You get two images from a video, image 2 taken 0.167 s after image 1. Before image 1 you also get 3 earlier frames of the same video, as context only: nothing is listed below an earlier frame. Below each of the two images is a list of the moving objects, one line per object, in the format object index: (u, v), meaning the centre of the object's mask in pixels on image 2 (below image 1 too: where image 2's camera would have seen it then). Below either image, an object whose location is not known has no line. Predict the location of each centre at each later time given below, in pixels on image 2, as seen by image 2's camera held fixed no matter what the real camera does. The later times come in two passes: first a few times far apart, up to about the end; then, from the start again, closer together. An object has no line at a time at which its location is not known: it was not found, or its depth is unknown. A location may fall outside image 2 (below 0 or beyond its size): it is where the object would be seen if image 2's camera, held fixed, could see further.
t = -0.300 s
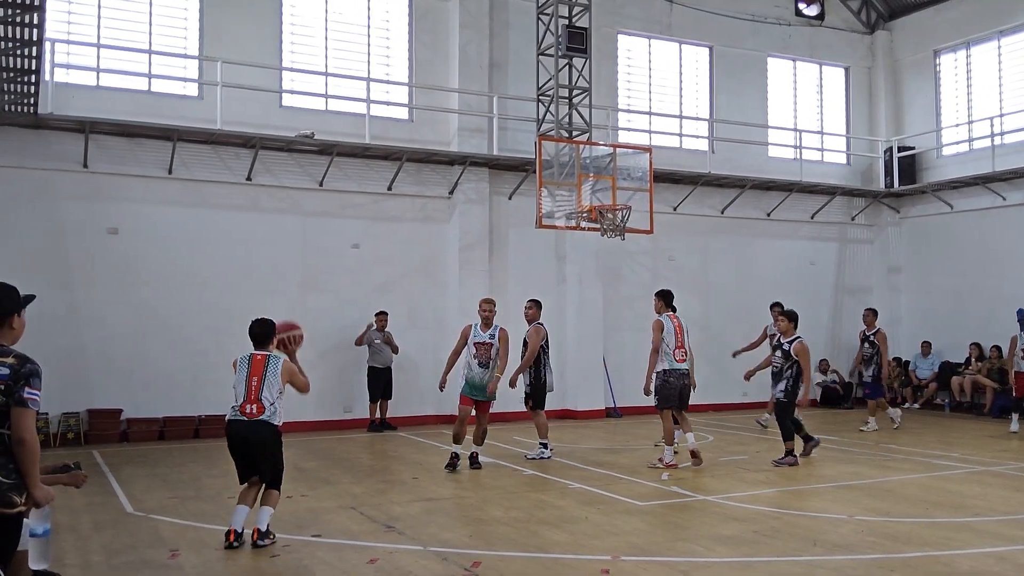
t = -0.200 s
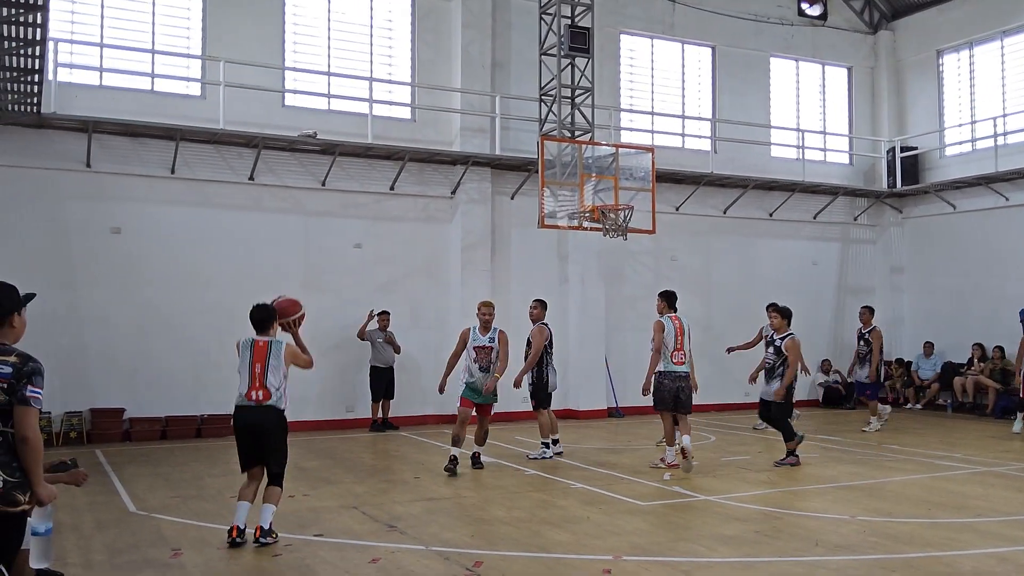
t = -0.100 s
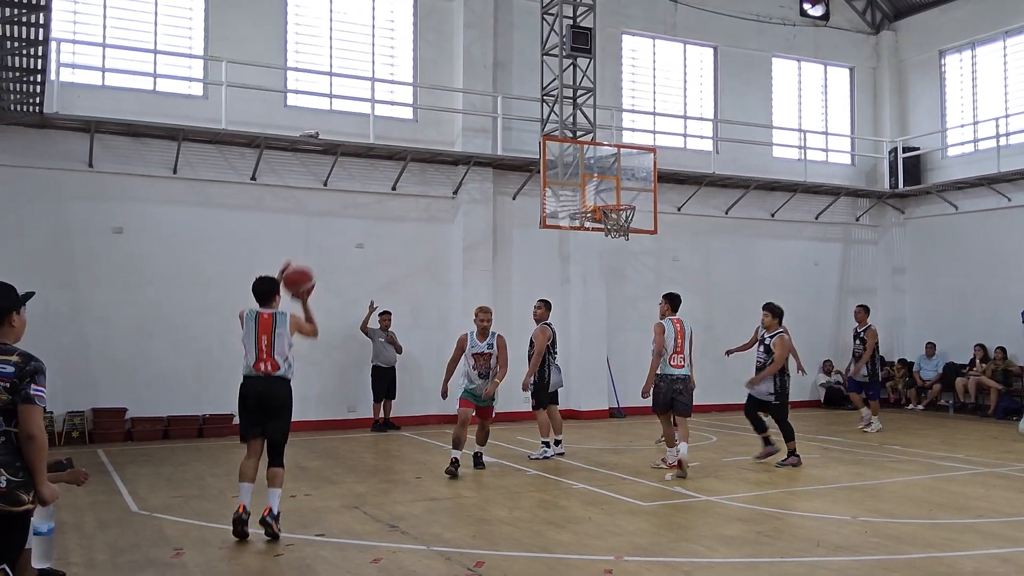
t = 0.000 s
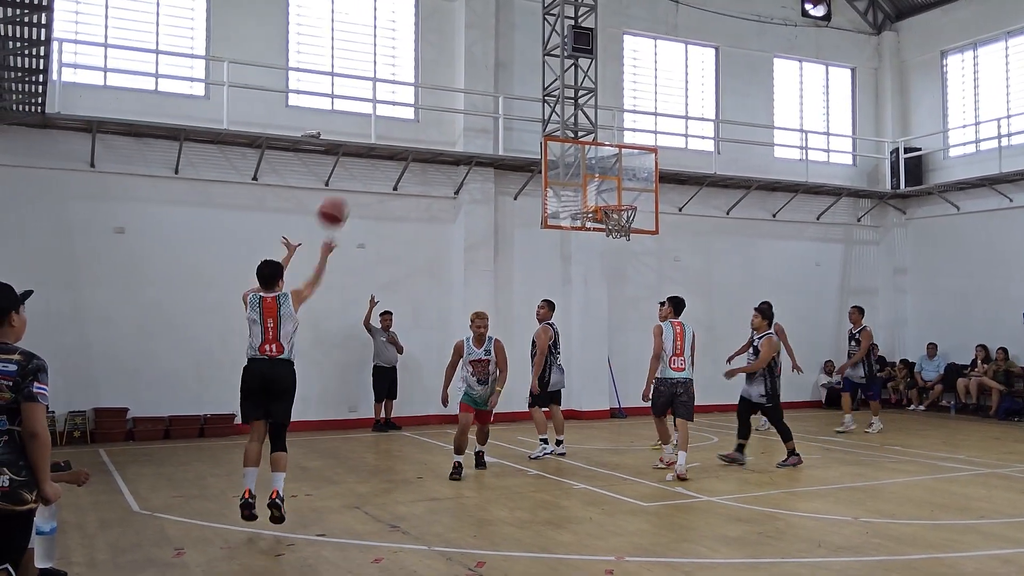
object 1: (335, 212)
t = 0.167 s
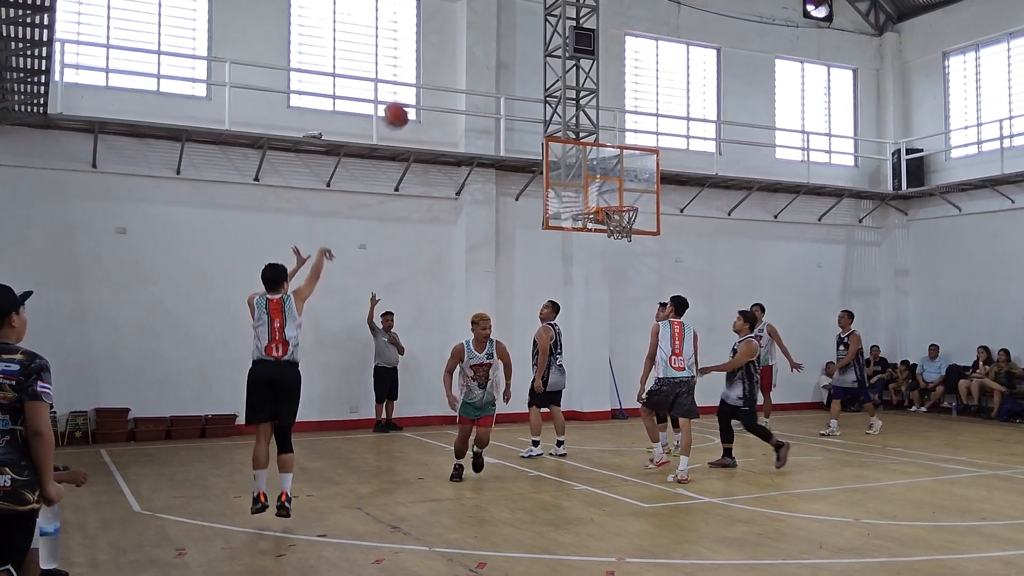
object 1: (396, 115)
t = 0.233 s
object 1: (419, 88)
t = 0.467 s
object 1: (480, 42)
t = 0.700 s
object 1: (532, 52)
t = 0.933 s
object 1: (571, 102)
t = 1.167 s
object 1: (606, 183)
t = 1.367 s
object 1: (660, 193)
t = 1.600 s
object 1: (745, 207)
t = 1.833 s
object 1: (843, 271)
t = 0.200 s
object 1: (407, 101)
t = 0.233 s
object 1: (419, 88)
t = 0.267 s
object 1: (428, 78)
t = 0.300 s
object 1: (438, 68)
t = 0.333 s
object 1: (447, 60)
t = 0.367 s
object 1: (456, 54)
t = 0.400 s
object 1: (464, 47)
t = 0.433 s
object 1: (472, 45)
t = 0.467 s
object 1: (480, 42)
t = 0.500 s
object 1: (489, 41)
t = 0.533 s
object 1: (497, 40)
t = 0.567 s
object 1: (504, 41)
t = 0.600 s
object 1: (511, 42)
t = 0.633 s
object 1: (518, 44)
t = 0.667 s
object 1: (525, 48)
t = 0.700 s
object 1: (532, 52)
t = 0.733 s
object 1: (537, 57)
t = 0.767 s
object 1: (544, 63)
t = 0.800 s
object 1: (550, 70)
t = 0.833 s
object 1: (555, 76)
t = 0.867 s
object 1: (562, 85)
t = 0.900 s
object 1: (566, 93)
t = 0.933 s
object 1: (571, 102)
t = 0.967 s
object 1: (577, 113)
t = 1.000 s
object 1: (582, 122)
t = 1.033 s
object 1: (588, 133)
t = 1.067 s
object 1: (592, 145)
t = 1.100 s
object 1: (597, 157)
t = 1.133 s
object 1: (602, 171)
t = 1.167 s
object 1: (606, 183)
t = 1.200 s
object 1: (610, 197)
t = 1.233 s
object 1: (617, 201)
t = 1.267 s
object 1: (628, 200)
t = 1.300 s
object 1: (638, 198)
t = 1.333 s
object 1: (649, 195)
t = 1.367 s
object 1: (660, 193)
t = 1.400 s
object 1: (671, 192)
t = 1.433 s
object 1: (683, 192)
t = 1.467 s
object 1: (696, 192)
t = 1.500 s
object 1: (708, 195)
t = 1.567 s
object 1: (732, 203)
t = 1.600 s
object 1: (745, 207)
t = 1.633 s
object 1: (758, 212)
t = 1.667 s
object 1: (772, 219)
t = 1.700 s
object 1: (785, 227)
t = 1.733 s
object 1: (799, 237)
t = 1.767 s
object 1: (814, 247)
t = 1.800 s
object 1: (828, 259)
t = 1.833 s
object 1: (843, 271)
